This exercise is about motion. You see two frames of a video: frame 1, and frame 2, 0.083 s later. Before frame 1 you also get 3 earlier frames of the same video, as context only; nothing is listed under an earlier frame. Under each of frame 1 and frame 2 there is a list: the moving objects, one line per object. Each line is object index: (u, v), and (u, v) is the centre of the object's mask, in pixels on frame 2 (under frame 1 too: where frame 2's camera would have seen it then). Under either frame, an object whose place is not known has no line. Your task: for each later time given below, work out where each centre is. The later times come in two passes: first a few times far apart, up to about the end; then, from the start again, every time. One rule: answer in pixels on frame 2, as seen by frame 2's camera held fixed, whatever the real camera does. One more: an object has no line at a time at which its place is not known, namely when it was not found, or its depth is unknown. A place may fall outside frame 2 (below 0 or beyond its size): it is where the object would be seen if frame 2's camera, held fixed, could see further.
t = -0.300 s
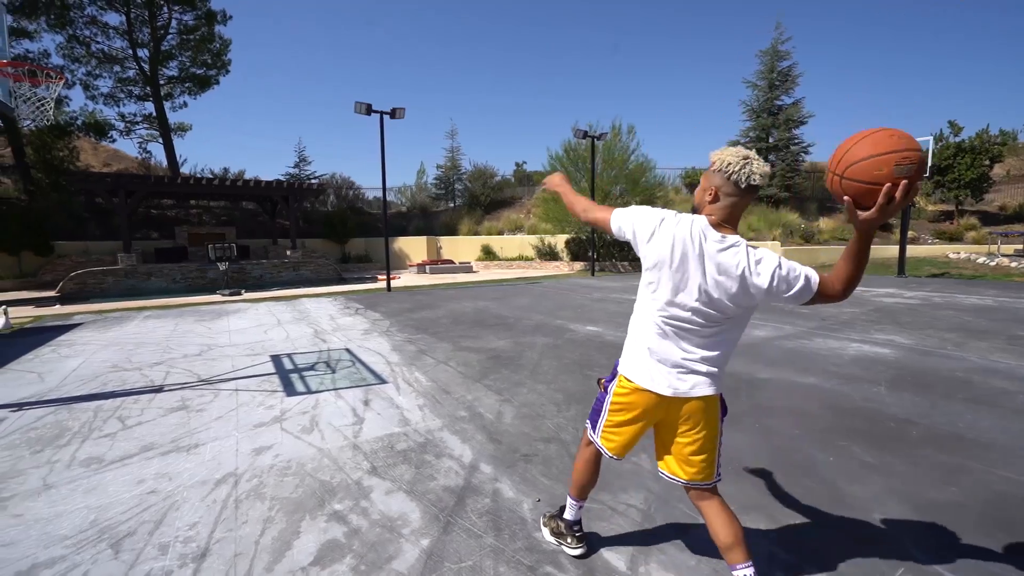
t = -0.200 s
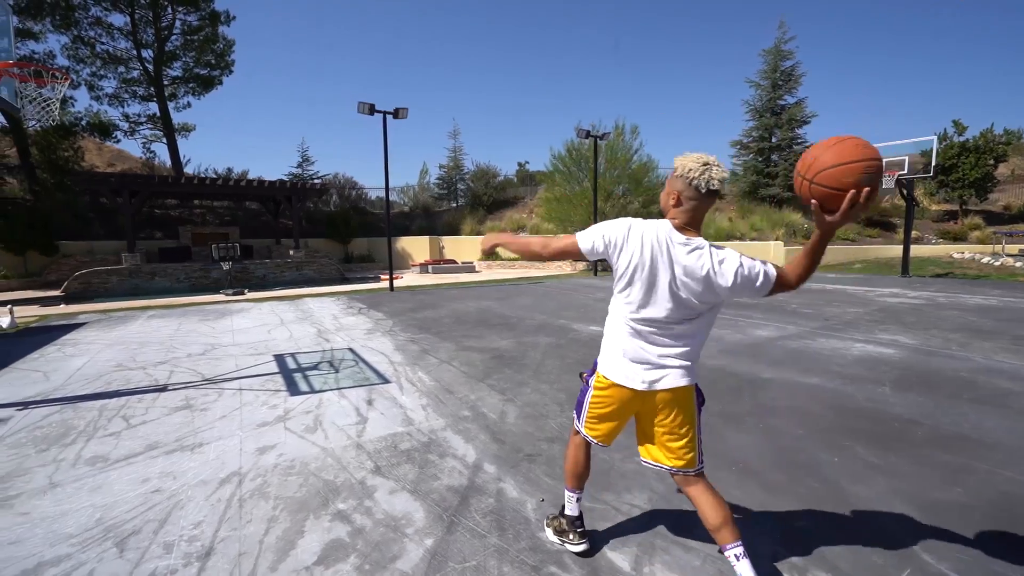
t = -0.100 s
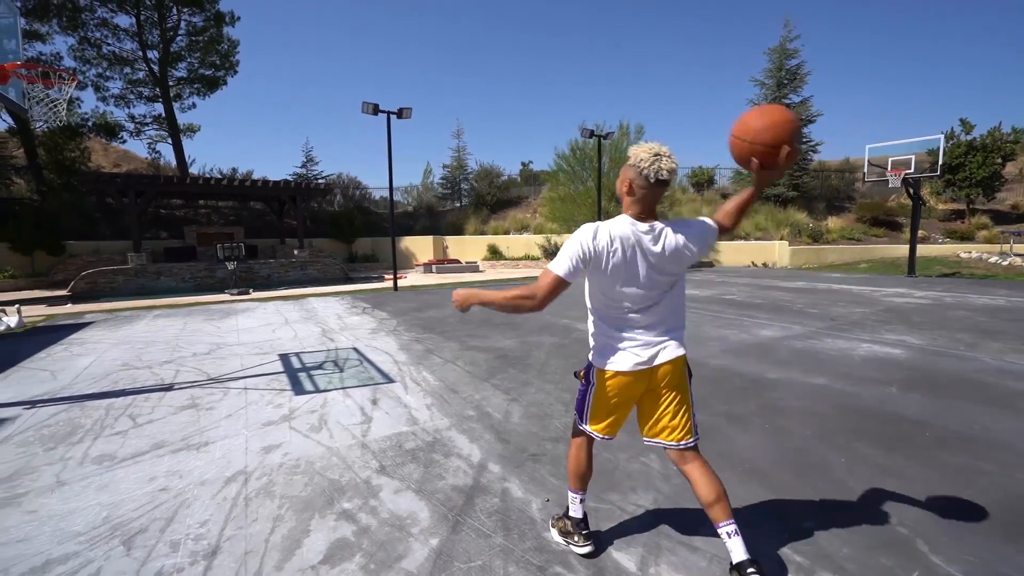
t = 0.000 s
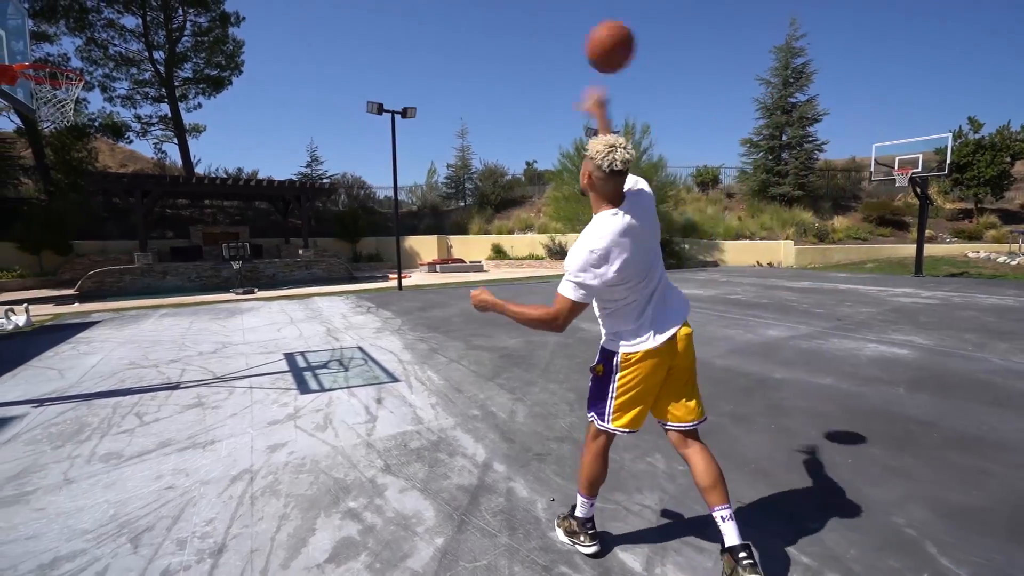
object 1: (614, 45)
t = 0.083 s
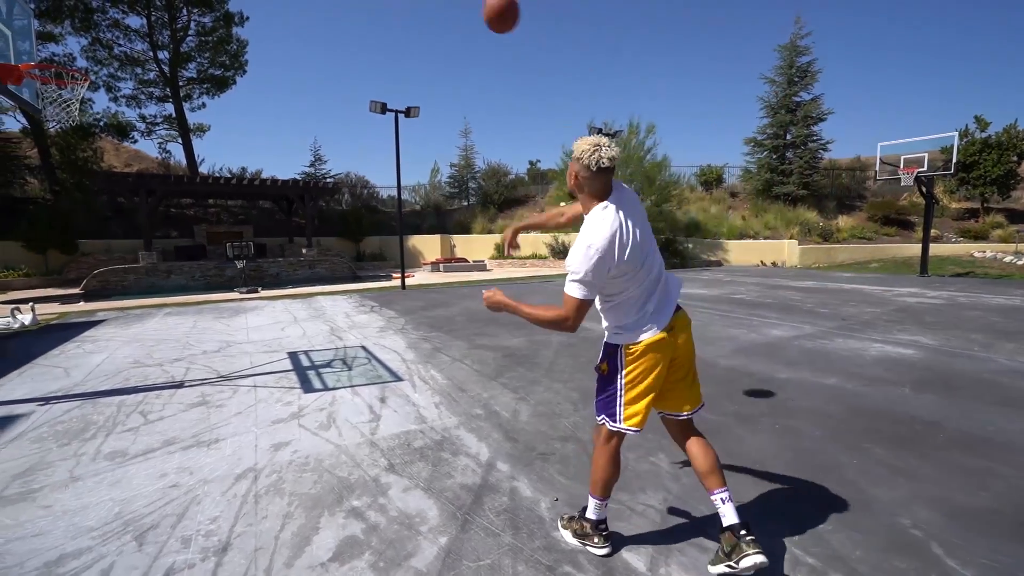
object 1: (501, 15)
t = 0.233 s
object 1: (400, 6)
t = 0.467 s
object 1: (333, 13)
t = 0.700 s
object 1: (305, 43)
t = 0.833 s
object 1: (296, 63)
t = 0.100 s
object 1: (485, 13)
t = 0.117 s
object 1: (471, 11)
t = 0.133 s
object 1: (458, 10)
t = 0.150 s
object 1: (446, 9)
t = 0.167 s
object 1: (435, 8)
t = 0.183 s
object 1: (425, 8)
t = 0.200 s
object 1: (416, 7)
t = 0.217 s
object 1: (408, 7)
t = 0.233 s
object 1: (400, 6)
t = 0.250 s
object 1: (393, 6)
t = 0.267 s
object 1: (386, 6)
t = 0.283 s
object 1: (380, 6)
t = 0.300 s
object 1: (374, 6)
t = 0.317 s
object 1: (369, 7)
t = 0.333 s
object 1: (364, 7)
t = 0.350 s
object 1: (359, 7)
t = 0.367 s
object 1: (355, 8)
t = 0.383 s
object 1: (350, 8)
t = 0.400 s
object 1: (346, 9)
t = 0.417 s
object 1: (343, 9)
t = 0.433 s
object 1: (340, 10)
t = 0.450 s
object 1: (336, 11)
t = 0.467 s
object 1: (333, 13)
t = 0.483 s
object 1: (330, 14)
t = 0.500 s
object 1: (328, 16)
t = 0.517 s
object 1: (325, 18)
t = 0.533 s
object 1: (323, 20)
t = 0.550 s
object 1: (321, 22)
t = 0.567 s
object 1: (318, 24)
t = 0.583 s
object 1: (317, 27)
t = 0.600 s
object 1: (315, 29)
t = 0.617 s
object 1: (313, 31)
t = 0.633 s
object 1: (311, 33)
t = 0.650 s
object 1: (309, 36)
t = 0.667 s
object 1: (308, 38)
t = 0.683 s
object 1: (306, 40)
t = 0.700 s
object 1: (305, 43)
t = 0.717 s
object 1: (303, 45)
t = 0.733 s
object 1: (302, 48)
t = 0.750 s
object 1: (301, 50)
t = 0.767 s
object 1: (300, 53)
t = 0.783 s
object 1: (299, 55)
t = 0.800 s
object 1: (298, 58)
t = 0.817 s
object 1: (297, 61)
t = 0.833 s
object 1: (296, 63)
